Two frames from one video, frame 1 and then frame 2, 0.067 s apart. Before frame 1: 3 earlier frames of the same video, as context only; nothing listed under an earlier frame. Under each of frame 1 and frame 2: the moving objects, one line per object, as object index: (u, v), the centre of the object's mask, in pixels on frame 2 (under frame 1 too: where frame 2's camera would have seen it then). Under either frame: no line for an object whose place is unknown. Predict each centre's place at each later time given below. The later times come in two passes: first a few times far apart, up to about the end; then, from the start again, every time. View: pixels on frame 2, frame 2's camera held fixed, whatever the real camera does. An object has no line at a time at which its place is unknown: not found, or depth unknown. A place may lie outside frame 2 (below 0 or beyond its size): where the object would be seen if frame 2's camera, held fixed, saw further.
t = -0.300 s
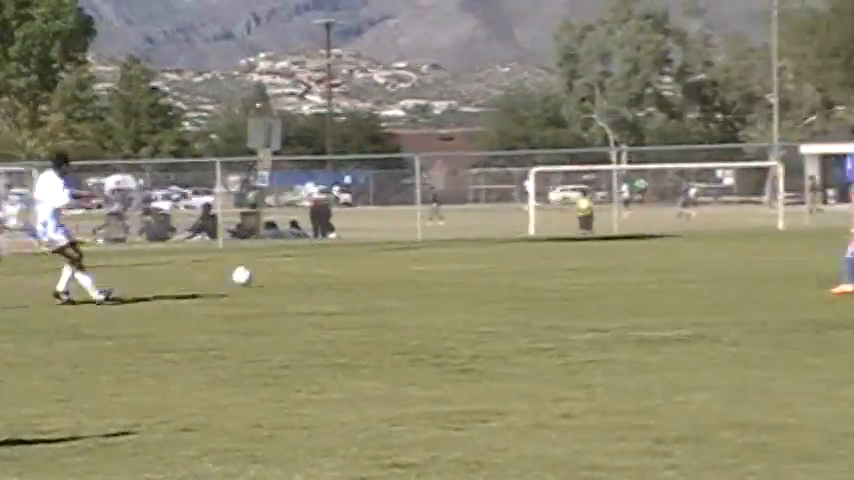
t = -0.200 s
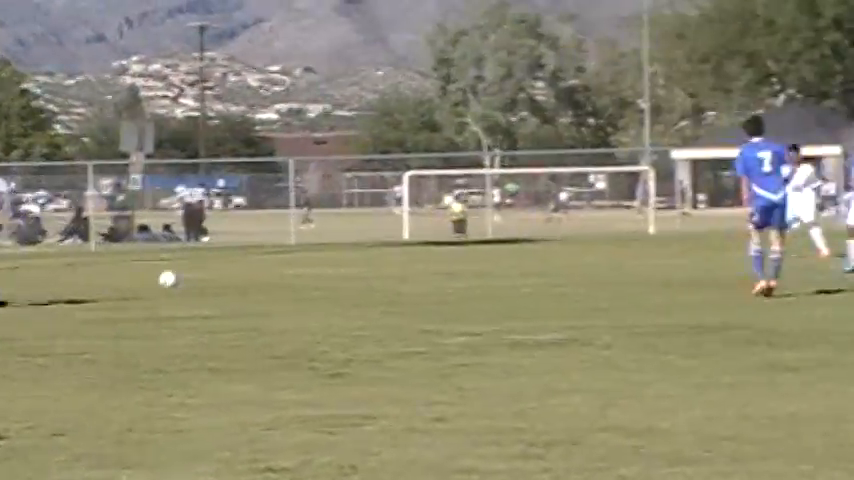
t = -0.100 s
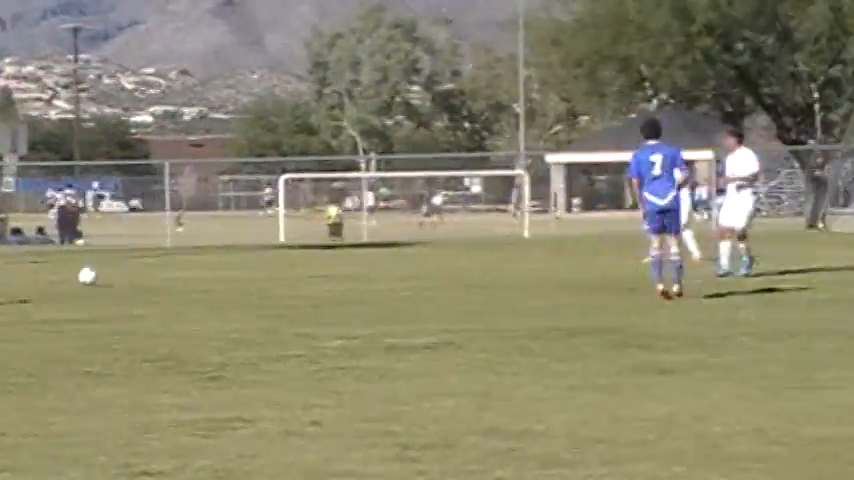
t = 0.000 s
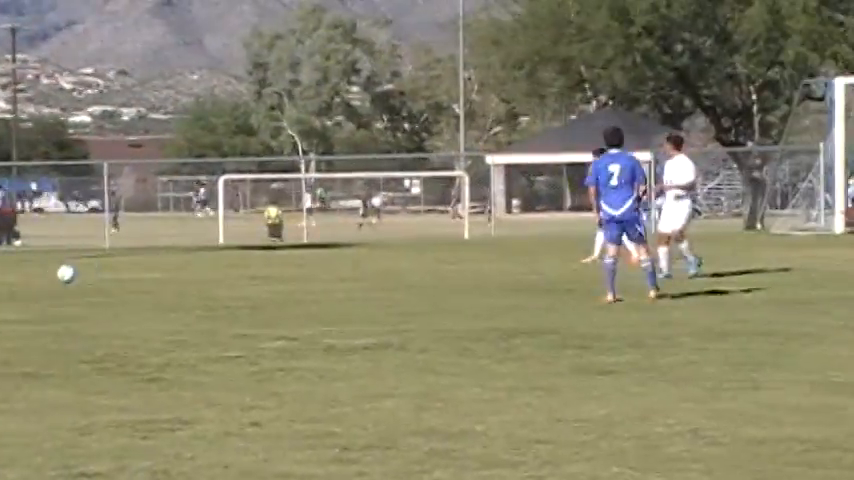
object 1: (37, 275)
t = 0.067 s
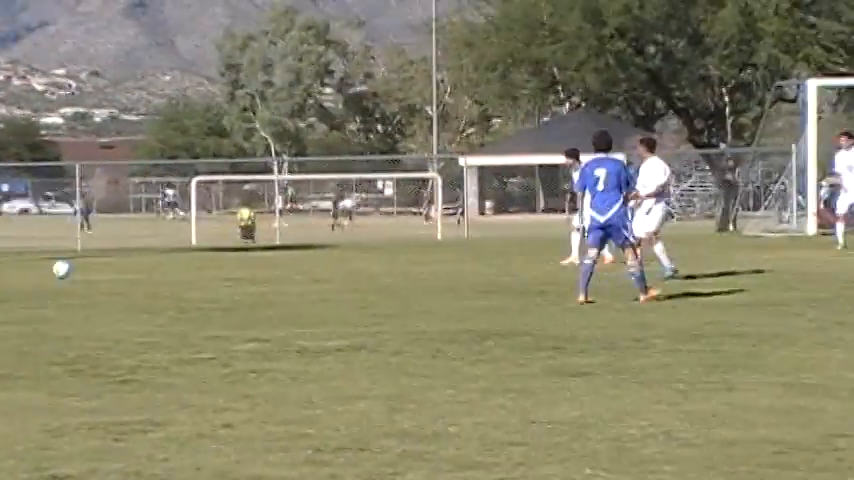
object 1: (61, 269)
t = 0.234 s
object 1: (114, 270)
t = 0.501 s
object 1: (180, 264)
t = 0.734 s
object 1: (227, 258)
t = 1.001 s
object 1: (272, 255)
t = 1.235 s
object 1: (306, 250)
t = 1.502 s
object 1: (338, 247)
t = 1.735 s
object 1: (363, 244)
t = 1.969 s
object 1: (388, 238)
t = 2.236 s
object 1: (413, 239)
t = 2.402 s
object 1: (426, 233)
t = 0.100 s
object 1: (72, 268)
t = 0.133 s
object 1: (84, 268)
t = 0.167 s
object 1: (94, 269)
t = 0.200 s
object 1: (105, 270)
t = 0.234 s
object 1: (114, 270)
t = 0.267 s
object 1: (123, 268)
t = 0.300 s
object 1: (132, 267)
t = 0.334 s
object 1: (141, 265)
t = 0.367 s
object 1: (149, 265)
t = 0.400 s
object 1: (157, 265)
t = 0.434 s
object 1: (166, 265)
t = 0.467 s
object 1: (173, 265)
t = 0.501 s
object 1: (180, 264)
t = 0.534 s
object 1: (187, 263)
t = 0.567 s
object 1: (194, 263)
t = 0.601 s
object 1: (200, 261)
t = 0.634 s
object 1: (209, 261)
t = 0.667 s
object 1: (214, 261)
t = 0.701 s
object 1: (222, 261)
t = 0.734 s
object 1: (227, 258)
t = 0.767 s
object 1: (233, 257)
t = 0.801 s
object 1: (239, 257)
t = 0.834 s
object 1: (245, 257)
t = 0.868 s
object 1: (251, 257)
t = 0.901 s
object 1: (256, 255)
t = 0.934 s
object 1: (261, 255)
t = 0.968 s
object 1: (266, 254)
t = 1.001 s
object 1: (272, 255)
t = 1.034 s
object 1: (276, 254)
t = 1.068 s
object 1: (282, 252)
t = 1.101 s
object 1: (287, 252)
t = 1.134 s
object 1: (291, 251)
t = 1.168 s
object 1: (296, 252)
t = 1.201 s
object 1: (300, 252)
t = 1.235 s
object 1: (306, 250)
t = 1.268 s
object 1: (310, 249)
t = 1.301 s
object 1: (314, 249)
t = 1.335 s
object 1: (319, 249)
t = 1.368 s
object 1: (323, 249)
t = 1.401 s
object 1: (327, 249)
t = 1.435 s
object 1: (331, 248)
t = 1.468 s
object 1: (334, 248)
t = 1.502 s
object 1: (338, 247)
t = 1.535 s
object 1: (343, 247)
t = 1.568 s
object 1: (346, 246)
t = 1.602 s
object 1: (349, 246)
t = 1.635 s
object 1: (353, 245)
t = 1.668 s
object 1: (356, 244)
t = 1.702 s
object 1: (360, 244)
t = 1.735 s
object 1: (363, 244)
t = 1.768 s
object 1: (366, 242)
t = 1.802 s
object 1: (370, 239)
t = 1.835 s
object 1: (373, 237)
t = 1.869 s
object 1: (377, 237)
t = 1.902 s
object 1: (381, 237)
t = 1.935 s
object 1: (385, 237)
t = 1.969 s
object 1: (388, 238)
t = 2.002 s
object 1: (391, 240)
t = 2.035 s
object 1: (394, 238)
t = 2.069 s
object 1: (397, 237)
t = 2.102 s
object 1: (400, 236)
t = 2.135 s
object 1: (403, 236)
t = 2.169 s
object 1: (406, 237)
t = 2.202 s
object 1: (409, 238)
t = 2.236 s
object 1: (413, 239)
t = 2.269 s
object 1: (415, 237)
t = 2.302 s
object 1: (418, 235)
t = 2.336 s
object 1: (420, 234)
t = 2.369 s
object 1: (424, 233)
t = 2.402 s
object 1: (426, 233)
